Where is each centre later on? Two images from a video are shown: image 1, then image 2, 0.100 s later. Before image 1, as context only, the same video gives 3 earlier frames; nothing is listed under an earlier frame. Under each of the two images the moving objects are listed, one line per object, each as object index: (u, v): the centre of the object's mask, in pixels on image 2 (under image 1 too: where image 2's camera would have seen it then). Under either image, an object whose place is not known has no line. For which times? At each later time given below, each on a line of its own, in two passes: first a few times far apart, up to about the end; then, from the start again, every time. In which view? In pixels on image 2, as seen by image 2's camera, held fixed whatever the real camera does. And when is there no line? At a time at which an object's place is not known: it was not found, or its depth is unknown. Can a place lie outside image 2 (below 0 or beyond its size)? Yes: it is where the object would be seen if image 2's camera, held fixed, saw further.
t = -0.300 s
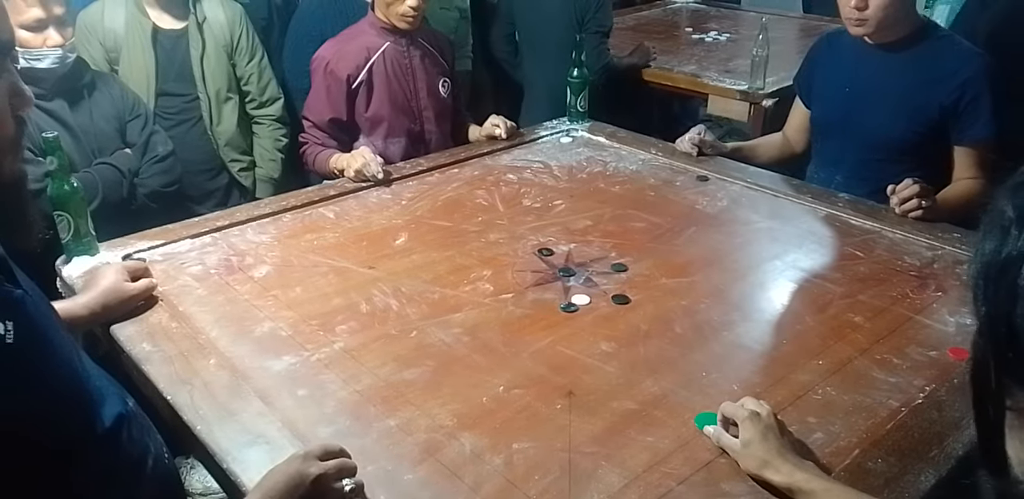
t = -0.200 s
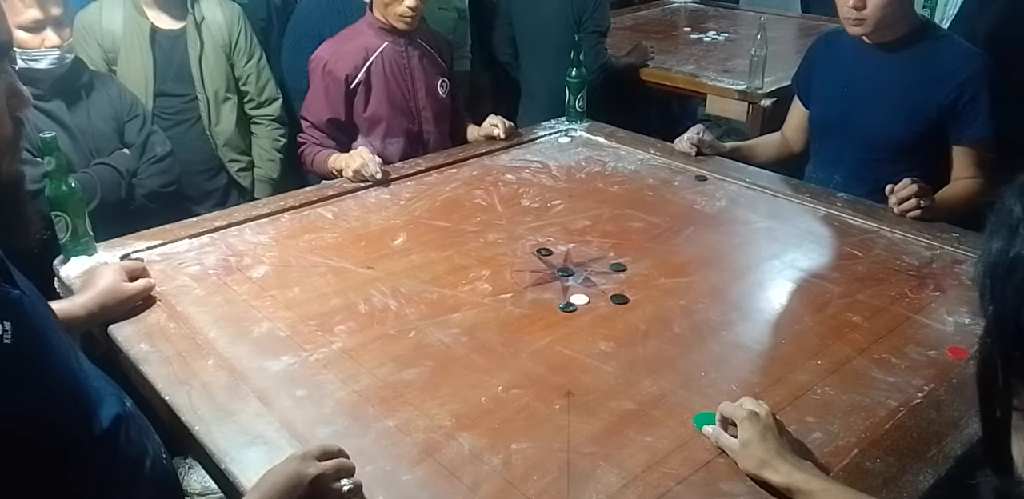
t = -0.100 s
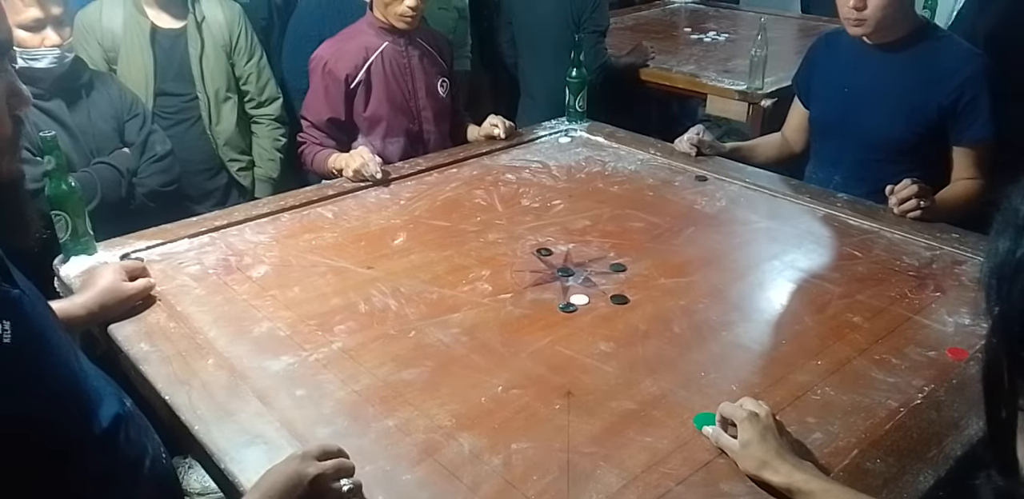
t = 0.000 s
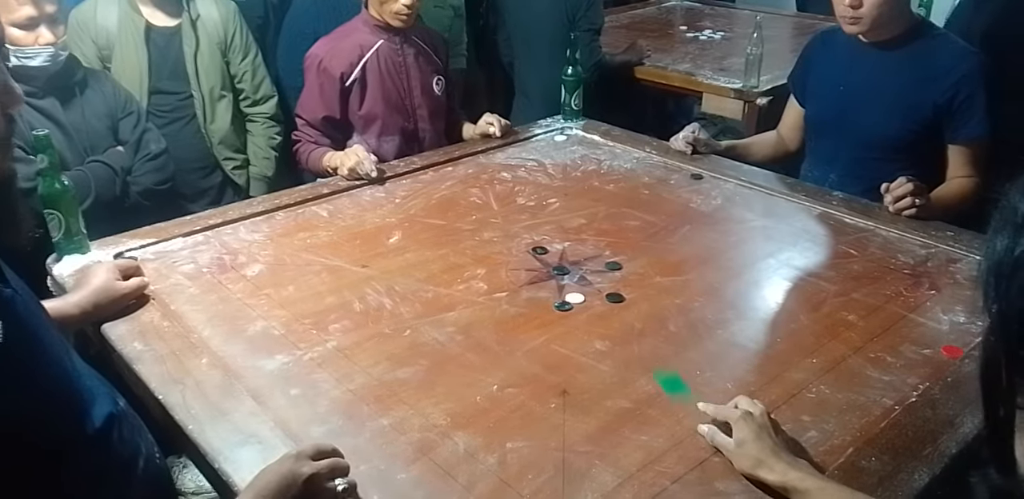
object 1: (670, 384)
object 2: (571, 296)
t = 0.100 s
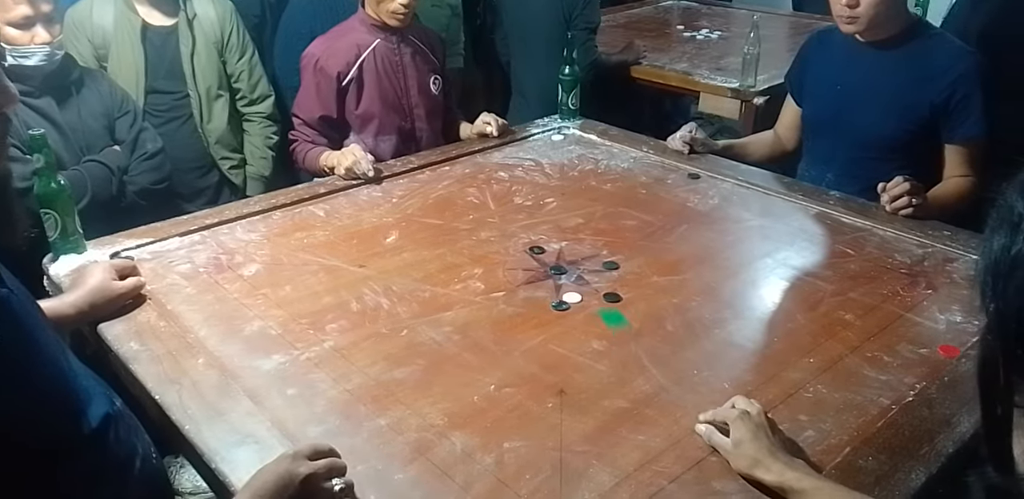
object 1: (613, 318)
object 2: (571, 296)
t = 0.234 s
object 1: (580, 295)
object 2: (512, 281)
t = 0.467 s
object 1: (572, 289)
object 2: (408, 252)
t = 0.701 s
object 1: (572, 289)
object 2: (352, 237)
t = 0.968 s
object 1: (572, 289)
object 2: (337, 233)
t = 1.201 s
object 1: (571, 289)
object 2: (337, 233)
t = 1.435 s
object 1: (572, 289)
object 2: (337, 233)
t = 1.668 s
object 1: (572, 289)
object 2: (337, 233)
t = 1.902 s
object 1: (572, 289)
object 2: (337, 233)
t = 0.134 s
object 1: (596, 304)
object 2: (570, 296)
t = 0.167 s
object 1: (588, 300)
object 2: (554, 293)
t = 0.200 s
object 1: (584, 297)
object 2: (532, 286)
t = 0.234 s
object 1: (580, 295)
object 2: (512, 281)
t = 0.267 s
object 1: (576, 293)
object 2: (494, 276)
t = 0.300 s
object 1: (574, 291)
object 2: (477, 271)
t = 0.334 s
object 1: (573, 290)
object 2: (461, 267)
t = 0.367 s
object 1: (572, 289)
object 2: (446, 262)
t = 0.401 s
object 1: (572, 289)
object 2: (432, 259)
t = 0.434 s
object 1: (572, 289)
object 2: (419, 255)
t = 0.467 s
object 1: (572, 289)
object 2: (408, 252)
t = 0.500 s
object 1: (572, 289)
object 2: (397, 249)
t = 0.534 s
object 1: (572, 289)
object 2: (387, 246)
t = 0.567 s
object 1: (572, 289)
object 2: (378, 244)
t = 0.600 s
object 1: (572, 289)
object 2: (370, 242)
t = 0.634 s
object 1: (572, 289)
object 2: (363, 240)
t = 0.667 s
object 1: (572, 289)
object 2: (357, 238)
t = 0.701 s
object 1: (572, 289)
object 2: (352, 237)
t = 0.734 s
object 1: (572, 289)
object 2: (347, 236)
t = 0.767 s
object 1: (572, 289)
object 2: (343, 235)
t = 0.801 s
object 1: (572, 289)
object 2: (340, 234)
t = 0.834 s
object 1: (572, 289)
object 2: (338, 234)
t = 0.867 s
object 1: (572, 289)
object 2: (337, 233)
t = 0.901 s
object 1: (572, 289)
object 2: (337, 233)
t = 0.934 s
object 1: (572, 289)
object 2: (337, 233)
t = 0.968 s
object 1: (572, 289)
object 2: (337, 233)
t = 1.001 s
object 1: (571, 289)
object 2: (337, 233)
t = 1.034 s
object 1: (571, 289)
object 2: (337, 233)
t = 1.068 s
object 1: (572, 289)
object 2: (337, 233)
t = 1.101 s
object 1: (571, 289)
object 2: (337, 233)
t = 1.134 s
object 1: (571, 289)
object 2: (337, 233)
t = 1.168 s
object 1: (571, 289)
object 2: (337, 233)
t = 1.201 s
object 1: (571, 289)
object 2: (337, 233)
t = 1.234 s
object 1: (571, 289)
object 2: (337, 233)
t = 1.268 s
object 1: (572, 289)
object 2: (337, 233)
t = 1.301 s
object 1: (571, 289)
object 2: (337, 233)
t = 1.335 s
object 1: (571, 289)
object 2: (337, 233)
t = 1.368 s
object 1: (572, 289)
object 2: (337, 233)
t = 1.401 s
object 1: (572, 289)
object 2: (337, 233)
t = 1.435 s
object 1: (572, 289)
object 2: (337, 233)
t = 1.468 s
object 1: (572, 289)
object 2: (337, 233)
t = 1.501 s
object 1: (572, 289)
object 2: (337, 233)
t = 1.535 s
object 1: (572, 289)
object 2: (337, 233)
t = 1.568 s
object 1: (572, 289)
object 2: (337, 233)
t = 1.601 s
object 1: (572, 289)
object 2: (337, 233)
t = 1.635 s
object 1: (572, 289)
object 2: (337, 233)
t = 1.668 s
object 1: (572, 289)
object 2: (337, 233)
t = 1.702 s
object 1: (572, 289)
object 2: (337, 233)
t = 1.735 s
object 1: (572, 289)
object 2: (337, 233)
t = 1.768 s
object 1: (572, 289)
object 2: (337, 234)
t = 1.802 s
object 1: (572, 289)
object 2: (337, 234)
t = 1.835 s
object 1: (572, 289)
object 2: (337, 234)
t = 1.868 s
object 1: (572, 289)
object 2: (337, 233)
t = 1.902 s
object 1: (572, 289)
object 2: (337, 233)
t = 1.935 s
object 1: (572, 289)
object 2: (337, 234)
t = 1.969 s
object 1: (571, 289)
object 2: (337, 233)
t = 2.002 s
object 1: (571, 289)
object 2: (337, 233)
